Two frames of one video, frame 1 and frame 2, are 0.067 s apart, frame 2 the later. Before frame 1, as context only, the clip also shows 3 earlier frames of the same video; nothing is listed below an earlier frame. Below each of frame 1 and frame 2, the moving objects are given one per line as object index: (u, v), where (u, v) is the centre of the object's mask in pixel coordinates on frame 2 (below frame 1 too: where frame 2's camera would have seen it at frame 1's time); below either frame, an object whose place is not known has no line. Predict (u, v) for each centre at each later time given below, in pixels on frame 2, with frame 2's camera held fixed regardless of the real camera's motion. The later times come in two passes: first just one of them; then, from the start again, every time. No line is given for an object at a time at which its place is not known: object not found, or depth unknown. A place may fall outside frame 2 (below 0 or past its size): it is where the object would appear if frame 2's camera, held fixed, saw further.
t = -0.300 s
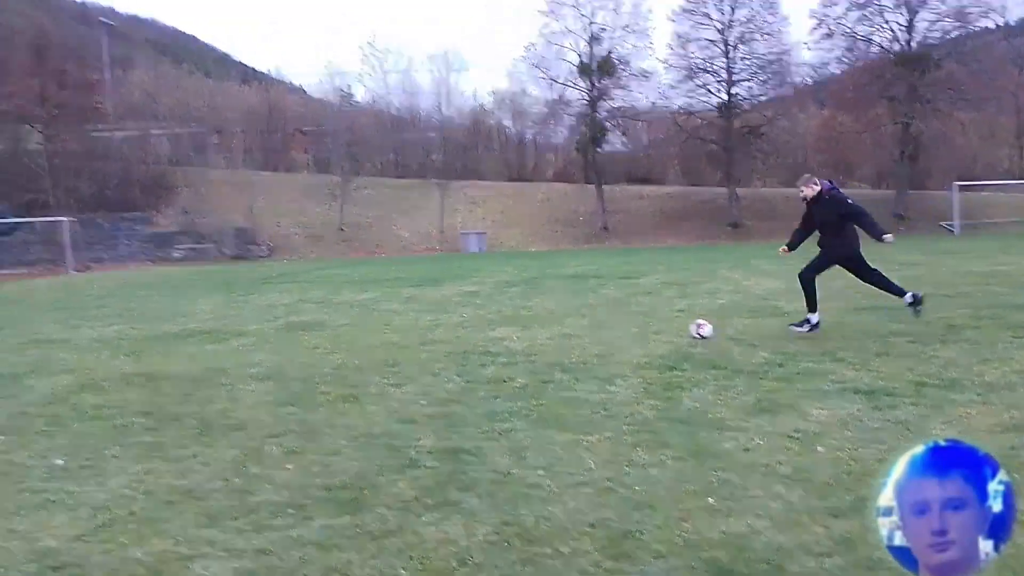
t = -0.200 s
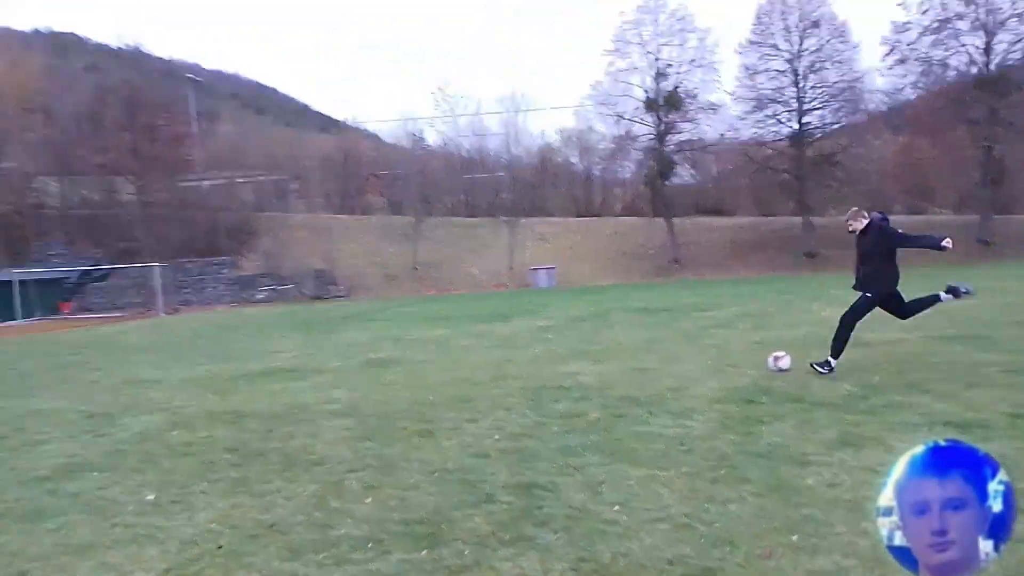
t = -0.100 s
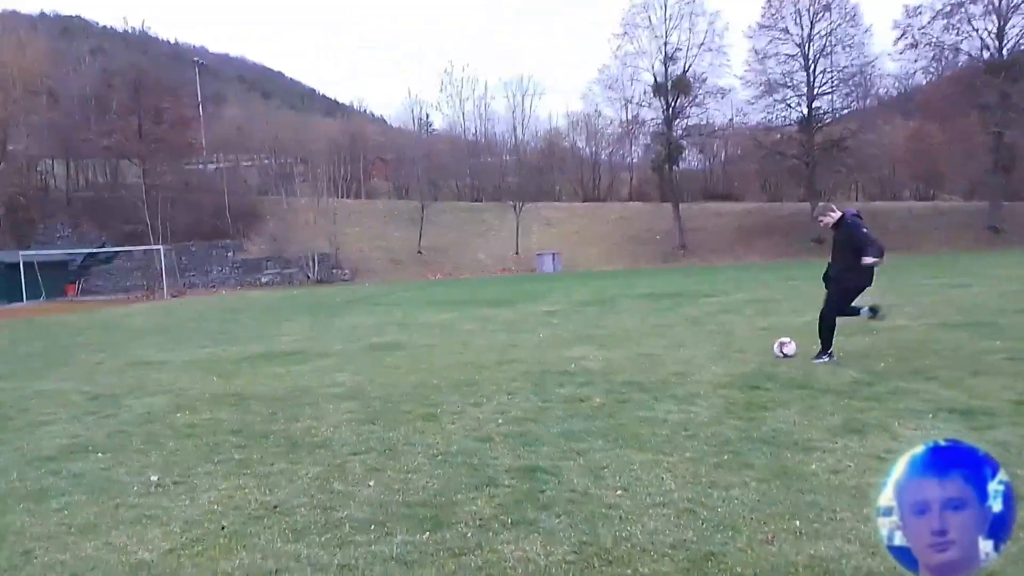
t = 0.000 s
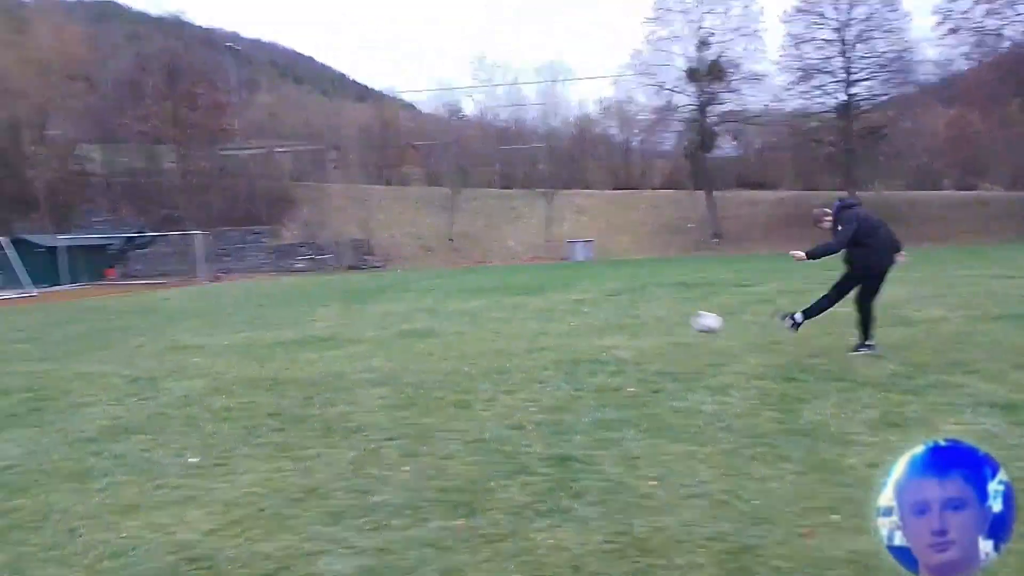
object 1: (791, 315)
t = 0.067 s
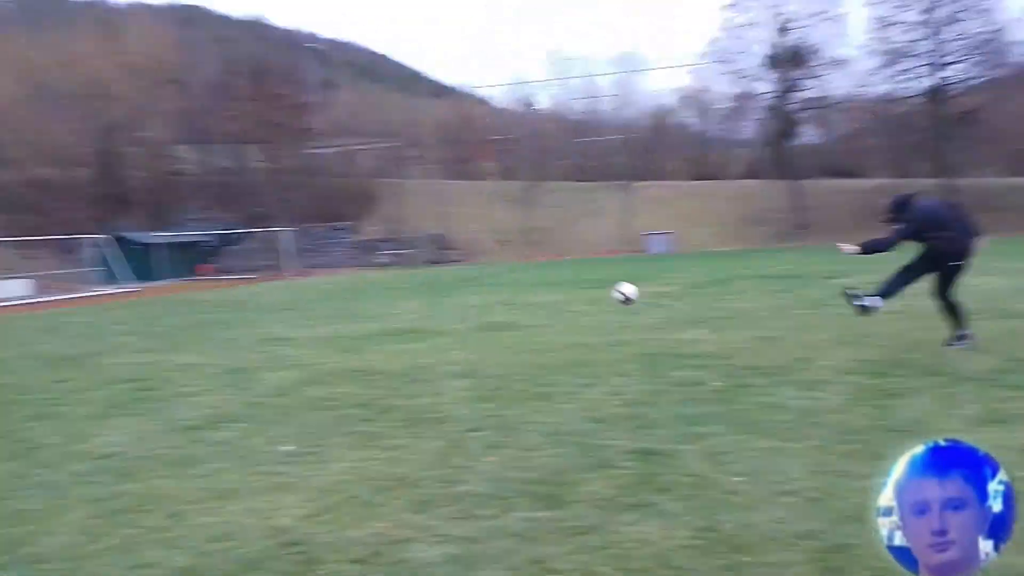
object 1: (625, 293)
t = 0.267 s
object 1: (135, 248)
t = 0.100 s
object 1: (543, 283)
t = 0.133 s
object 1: (460, 273)
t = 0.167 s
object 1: (380, 266)
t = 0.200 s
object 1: (299, 259)
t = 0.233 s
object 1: (216, 253)
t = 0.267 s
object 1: (135, 248)
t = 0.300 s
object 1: (52, 246)
